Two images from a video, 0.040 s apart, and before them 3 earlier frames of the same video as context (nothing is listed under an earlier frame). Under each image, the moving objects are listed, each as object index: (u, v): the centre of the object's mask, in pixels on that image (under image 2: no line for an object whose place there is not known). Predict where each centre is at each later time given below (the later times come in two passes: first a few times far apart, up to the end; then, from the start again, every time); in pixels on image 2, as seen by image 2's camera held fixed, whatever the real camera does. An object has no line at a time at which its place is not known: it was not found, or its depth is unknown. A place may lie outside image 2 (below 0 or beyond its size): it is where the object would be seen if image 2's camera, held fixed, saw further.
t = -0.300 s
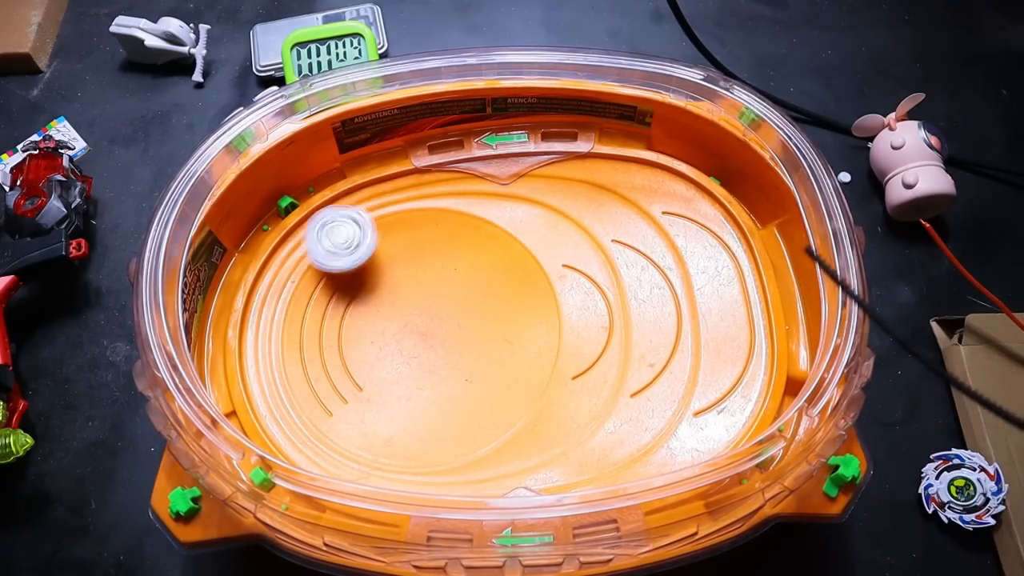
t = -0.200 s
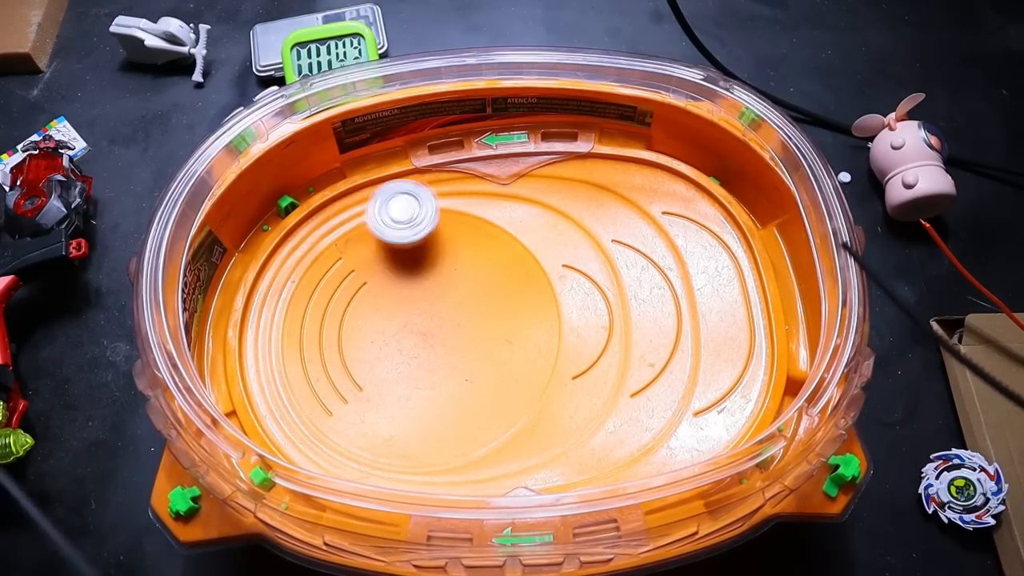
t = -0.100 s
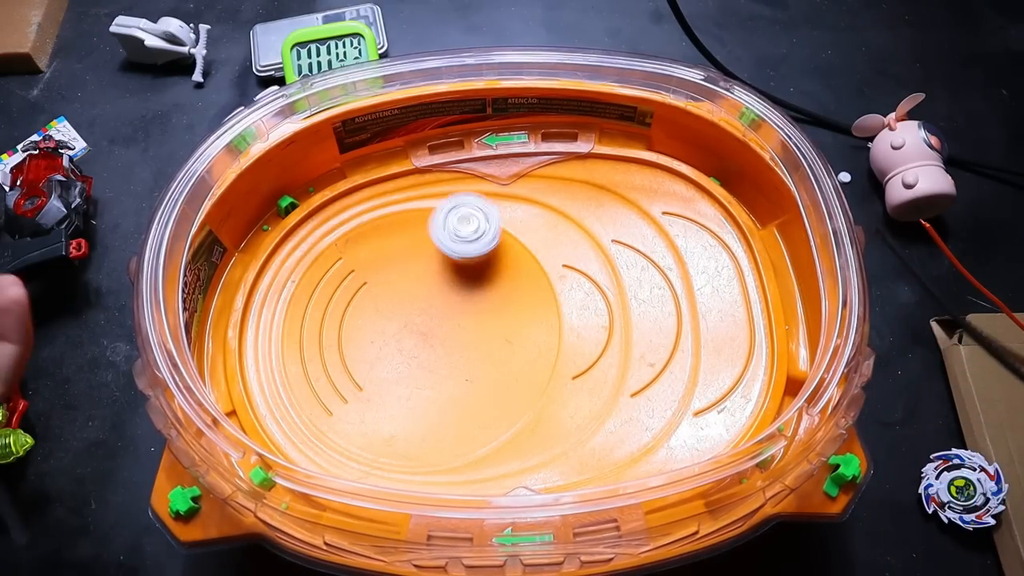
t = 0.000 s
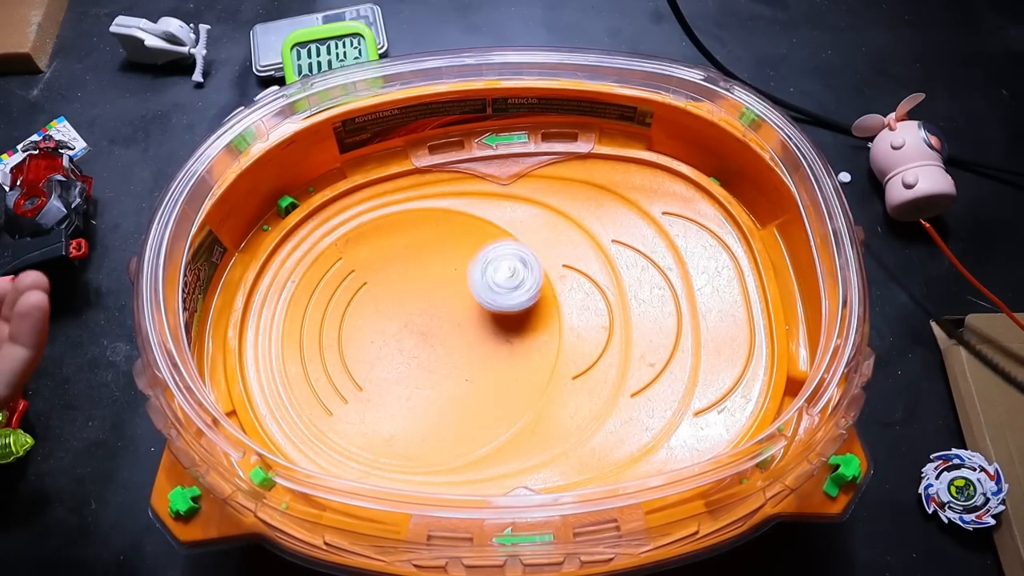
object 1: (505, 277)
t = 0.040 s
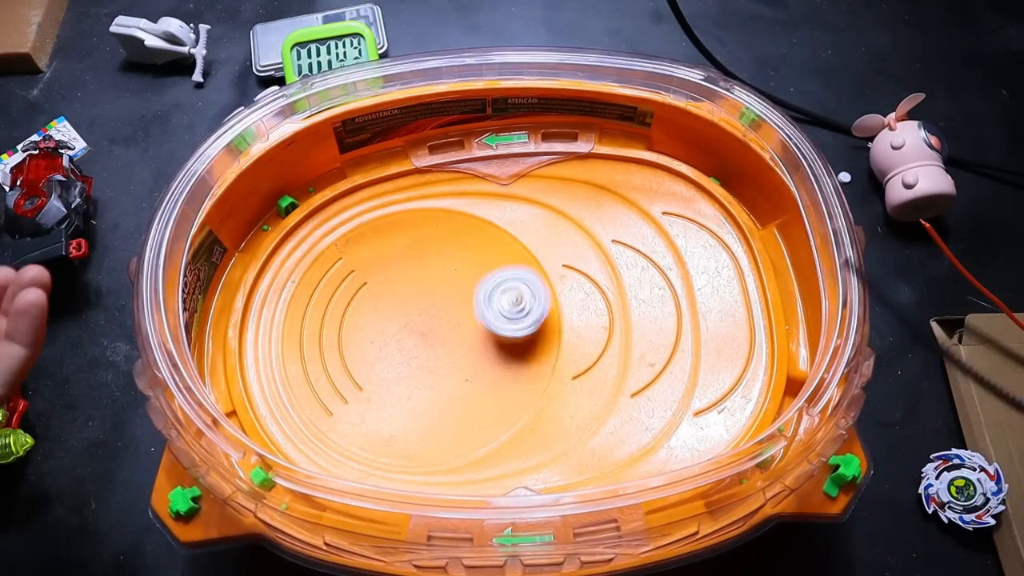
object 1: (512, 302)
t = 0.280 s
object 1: (411, 422)
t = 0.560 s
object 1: (319, 297)
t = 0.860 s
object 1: (482, 260)
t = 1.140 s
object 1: (470, 408)
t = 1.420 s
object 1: (330, 342)
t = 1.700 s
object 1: (428, 234)
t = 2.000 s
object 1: (497, 352)
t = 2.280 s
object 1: (349, 375)
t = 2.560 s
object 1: (374, 249)
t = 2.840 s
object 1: (491, 304)
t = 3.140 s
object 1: (389, 403)
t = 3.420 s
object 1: (350, 291)
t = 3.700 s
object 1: (472, 275)
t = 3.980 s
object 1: (449, 387)
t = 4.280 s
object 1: (350, 318)
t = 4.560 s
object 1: (441, 258)
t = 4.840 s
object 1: (462, 359)
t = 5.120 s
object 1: (355, 350)
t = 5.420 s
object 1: (414, 267)
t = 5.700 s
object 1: (471, 345)
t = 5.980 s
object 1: (376, 364)
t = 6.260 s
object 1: (401, 277)
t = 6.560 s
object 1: (470, 328)
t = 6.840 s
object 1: (383, 357)
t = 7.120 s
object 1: (396, 279)
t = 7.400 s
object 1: (459, 323)
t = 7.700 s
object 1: (383, 360)
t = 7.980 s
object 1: (401, 290)
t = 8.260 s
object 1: (460, 327)
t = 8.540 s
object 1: (395, 352)
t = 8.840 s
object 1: (409, 286)
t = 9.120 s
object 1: (449, 330)
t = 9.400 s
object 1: (387, 342)
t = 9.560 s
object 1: (389, 306)
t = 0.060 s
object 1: (513, 316)
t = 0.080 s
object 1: (511, 330)
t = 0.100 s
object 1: (506, 344)
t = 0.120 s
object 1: (501, 357)
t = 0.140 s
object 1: (494, 369)
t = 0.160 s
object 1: (486, 381)
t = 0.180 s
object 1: (476, 392)
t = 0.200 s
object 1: (466, 401)
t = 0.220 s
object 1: (452, 410)
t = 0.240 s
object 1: (439, 416)
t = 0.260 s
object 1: (425, 419)
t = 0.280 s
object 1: (411, 422)
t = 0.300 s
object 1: (396, 423)
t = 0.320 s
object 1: (382, 421)
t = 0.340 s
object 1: (367, 416)
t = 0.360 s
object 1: (354, 410)
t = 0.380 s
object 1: (344, 402)
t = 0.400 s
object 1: (334, 393)
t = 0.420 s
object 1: (324, 383)
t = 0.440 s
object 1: (317, 372)
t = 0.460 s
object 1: (313, 360)
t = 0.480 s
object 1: (311, 347)
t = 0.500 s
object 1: (311, 334)
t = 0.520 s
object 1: (312, 322)
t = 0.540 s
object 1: (314, 310)
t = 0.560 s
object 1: (319, 297)
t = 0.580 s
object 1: (326, 286)
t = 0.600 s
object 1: (334, 276)
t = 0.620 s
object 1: (344, 266)
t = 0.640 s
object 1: (353, 258)
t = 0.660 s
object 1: (364, 251)
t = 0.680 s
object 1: (375, 246)
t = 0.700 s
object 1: (387, 242)
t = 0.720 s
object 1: (399, 240)
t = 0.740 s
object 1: (412, 239)
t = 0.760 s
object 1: (424, 238)
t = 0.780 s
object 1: (437, 239)
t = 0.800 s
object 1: (449, 242)
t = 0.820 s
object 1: (460, 247)
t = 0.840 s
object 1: (471, 252)
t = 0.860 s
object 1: (482, 260)
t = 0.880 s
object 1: (491, 267)
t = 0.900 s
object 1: (498, 276)
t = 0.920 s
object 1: (504, 287)
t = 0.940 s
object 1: (509, 297)
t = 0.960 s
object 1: (513, 308)
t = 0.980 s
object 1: (515, 320)
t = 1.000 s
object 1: (515, 333)
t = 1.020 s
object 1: (513, 345)
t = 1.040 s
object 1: (510, 357)
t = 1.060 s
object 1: (505, 368)
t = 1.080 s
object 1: (499, 380)
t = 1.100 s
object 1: (491, 391)
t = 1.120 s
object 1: (480, 400)
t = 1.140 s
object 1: (470, 408)
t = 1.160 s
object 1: (458, 413)
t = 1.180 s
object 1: (445, 418)
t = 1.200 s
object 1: (431, 422)
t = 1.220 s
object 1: (417, 422)
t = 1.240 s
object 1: (405, 419)
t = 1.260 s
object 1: (391, 416)
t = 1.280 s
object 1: (378, 411)
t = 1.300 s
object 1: (366, 404)
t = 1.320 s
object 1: (357, 395)
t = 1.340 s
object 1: (349, 386)
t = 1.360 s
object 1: (341, 377)
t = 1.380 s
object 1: (335, 365)
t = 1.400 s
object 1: (333, 353)
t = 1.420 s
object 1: (330, 342)
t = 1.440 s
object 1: (329, 330)
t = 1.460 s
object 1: (330, 318)
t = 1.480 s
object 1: (334, 306)
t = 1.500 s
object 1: (338, 295)
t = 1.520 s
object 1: (342, 285)
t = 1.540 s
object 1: (348, 274)
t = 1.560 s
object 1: (357, 266)
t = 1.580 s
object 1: (365, 258)
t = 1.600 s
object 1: (375, 252)
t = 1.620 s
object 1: (385, 245)
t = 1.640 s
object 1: (395, 240)
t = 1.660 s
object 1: (406, 237)
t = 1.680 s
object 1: (417, 235)
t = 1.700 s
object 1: (428, 234)
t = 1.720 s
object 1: (440, 235)
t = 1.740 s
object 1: (451, 237)
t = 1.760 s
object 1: (460, 240)
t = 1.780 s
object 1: (470, 245)
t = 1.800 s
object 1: (480, 250)
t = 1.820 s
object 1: (488, 258)
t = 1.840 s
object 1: (494, 266)
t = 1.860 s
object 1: (500, 275)
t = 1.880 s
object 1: (506, 284)
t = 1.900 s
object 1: (508, 296)
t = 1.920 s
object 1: (509, 307)
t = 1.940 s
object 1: (508, 318)
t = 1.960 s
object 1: (507, 329)
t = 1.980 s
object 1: (503, 341)
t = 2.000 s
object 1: (497, 352)
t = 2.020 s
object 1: (491, 362)
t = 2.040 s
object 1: (484, 371)
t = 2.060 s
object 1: (474, 380)
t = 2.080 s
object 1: (463, 387)
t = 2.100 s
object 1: (453, 392)
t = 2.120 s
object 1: (441, 397)
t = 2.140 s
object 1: (428, 400)
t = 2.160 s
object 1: (415, 400)
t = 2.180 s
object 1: (403, 399)
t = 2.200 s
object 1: (390, 398)
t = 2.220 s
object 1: (377, 394)
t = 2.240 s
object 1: (368, 389)
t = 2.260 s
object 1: (359, 382)
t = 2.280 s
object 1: (349, 375)
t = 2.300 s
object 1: (341, 366)
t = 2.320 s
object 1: (336, 356)
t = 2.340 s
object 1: (331, 346)
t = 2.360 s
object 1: (328, 336)
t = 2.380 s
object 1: (327, 324)
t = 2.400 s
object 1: (327, 314)
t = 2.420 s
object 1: (328, 304)
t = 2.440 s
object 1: (331, 293)
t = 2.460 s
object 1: (336, 284)
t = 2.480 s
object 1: (341, 276)
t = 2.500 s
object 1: (347, 267)
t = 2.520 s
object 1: (356, 259)
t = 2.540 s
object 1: (365, 254)
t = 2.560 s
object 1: (374, 249)
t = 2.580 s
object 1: (384, 245)
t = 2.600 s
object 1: (395, 242)
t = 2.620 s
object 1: (406, 241)
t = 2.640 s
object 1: (416, 241)
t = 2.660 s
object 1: (427, 242)
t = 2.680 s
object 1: (437, 244)
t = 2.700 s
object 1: (446, 248)
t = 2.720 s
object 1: (456, 253)
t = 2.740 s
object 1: (465, 260)
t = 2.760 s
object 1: (472, 267)
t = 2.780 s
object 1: (478, 275)
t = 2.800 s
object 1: (485, 284)
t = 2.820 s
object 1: (489, 294)
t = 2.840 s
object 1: (491, 304)
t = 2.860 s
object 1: (493, 314)
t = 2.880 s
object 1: (493, 326)
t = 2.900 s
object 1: (491, 336)
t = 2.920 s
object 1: (488, 347)
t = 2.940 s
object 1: (485, 357)
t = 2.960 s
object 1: (479, 367)
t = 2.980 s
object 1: (472, 376)
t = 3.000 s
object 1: (465, 384)
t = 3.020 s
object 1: (456, 392)
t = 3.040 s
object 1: (446, 397)
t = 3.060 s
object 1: (435, 401)
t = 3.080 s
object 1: (423, 404)
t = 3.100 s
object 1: (412, 406)
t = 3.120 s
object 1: (401, 405)
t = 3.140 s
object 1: (389, 403)
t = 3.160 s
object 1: (379, 400)
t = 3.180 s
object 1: (370, 395)
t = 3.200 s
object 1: (360, 390)
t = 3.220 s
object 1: (352, 382)
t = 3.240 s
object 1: (346, 374)
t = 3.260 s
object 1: (342, 365)
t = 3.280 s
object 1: (337, 356)
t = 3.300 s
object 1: (336, 346)
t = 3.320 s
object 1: (336, 336)
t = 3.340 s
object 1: (336, 325)
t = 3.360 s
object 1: (338, 315)
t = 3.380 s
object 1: (341, 307)
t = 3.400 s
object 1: (345, 299)
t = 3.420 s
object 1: (350, 291)
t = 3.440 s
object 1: (357, 284)
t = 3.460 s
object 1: (363, 277)
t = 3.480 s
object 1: (372, 271)
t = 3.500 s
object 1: (381, 266)
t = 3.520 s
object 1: (389, 262)
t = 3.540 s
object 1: (400, 259)
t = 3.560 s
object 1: (409, 257)
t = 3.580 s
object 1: (419, 256)
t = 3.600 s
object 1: (429, 256)
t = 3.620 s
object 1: (439, 258)
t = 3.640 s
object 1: (448, 260)
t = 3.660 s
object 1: (457, 263)
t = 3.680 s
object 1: (465, 269)
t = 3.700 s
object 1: (472, 275)
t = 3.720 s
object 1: (479, 280)
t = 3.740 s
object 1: (485, 289)
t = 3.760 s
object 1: (488, 297)
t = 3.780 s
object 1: (492, 305)
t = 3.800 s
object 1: (493, 315)
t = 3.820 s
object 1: (493, 324)
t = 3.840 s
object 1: (493, 333)
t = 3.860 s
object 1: (490, 344)
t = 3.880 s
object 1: (486, 353)
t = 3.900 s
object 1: (482, 361)
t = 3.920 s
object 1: (475, 369)
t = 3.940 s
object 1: (467, 376)
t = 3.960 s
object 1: (459, 381)
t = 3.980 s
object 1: (449, 387)
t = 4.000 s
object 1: (440, 390)
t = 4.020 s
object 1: (431, 392)
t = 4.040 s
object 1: (419, 393)
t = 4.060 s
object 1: (410, 392)
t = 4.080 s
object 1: (399, 390)
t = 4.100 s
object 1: (389, 386)
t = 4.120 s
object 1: (381, 381)
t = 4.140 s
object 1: (373, 376)
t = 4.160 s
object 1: (366, 369)
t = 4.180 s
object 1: (361, 362)
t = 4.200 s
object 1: (355, 354)
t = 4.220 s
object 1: (353, 344)
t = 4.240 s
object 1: (351, 336)
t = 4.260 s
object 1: (348, 327)
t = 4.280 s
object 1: (350, 318)
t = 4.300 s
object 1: (351, 309)
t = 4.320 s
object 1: (352, 300)
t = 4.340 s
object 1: (358, 292)
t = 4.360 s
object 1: (361, 286)
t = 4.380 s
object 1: (367, 277)
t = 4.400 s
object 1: (375, 272)
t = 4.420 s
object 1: (381, 267)
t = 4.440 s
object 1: (389, 262)
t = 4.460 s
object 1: (398, 259)
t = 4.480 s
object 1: (406, 257)
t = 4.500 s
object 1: (415, 255)
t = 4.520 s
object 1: (423, 255)
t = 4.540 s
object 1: (432, 256)
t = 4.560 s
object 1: (441, 258)
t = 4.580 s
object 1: (448, 262)
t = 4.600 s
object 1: (457, 265)
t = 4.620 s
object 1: (463, 272)
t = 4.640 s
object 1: (468, 278)
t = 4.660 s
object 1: (474, 285)
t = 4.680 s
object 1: (476, 293)
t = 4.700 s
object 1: (479, 301)
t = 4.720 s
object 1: (481, 309)
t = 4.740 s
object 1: (479, 318)
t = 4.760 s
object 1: (479, 325)
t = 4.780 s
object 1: (477, 335)
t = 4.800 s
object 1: (473, 343)
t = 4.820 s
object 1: (469, 351)
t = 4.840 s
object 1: (462, 359)
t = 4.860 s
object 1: (457, 364)
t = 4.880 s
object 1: (450, 371)
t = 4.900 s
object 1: (440, 375)
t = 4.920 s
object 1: (432, 378)
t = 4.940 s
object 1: (422, 381)
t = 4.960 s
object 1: (414, 382)
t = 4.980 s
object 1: (405, 382)
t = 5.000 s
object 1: (394, 380)
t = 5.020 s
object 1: (387, 377)
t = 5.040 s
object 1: (378, 375)
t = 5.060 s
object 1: (371, 370)
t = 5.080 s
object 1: (365, 364)
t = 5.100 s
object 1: (358, 357)
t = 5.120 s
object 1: (355, 350)
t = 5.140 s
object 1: (351, 344)
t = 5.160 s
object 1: (350, 335)
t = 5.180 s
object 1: (349, 328)
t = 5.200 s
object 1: (348, 319)
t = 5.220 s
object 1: (351, 311)
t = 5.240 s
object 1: (352, 304)
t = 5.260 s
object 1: (357, 297)
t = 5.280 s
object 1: (362, 291)
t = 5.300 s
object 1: (367, 285)
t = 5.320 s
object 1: (375, 279)
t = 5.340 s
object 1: (381, 275)
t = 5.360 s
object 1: (390, 271)
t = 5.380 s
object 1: (397, 270)
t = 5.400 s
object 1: (405, 268)
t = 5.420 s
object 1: (414, 267)
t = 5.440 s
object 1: (422, 268)
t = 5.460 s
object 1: (431, 269)
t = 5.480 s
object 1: (437, 273)
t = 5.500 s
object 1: (446, 276)
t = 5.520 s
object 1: (452, 281)
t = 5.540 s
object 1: (458, 286)
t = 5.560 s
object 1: (464, 292)
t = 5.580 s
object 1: (467, 299)
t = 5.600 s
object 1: (472, 305)
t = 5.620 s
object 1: (473, 314)
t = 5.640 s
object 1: (474, 322)
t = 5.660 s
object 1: (475, 330)
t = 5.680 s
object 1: (473, 337)
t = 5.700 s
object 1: (471, 345)
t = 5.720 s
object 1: (467, 353)
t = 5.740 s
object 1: (463, 358)
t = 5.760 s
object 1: (457, 366)
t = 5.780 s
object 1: (450, 372)
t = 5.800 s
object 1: (444, 376)
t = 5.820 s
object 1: (435, 380)
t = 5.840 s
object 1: (428, 381)
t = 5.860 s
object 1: (419, 383)
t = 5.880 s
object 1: (411, 382)
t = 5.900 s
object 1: (403, 382)
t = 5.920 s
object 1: (394, 378)
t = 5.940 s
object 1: (387, 375)
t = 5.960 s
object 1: (380, 370)
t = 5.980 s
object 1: (376, 364)
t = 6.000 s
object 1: (370, 358)
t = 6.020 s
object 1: (367, 350)
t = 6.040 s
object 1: (365, 345)
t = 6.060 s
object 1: (363, 336)
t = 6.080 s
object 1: (363, 329)
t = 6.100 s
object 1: (363, 321)
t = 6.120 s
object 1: (366, 314)
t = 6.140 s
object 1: (367, 307)
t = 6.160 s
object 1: (372, 300)
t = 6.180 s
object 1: (375, 295)
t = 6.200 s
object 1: (382, 289)
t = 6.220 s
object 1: (387, 284)
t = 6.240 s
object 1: (394, 280)
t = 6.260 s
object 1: (401, 277)
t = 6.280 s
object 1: (407, 274)
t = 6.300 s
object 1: (416, 272)
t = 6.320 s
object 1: (422, 272)
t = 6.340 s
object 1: (431, 272)
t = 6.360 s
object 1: (437, 273)
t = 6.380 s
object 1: (445, 276)
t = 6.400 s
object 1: (450, 280)
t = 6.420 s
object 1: (456, 283)
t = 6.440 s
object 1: (462, 289)
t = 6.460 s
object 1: (465, 295)
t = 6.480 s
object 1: (469, 300)
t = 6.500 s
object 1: (470, 307)
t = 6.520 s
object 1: (472, 314)
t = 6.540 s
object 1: (470, 322)
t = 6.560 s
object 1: (470, 328)
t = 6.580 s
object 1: (467, 336)
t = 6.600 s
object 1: (465, 341)
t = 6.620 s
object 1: (460, 348)
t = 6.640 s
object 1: (454, 354)
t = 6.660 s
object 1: (449, 358)
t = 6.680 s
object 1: (441, 362)
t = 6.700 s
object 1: (435, 365)
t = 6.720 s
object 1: (426, 367)
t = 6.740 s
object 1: (420, 368)
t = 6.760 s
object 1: (411, 367)
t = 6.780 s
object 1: (405, 366)
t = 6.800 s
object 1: (396, 364)
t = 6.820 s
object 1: (390, 360)
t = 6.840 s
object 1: (383, 357)
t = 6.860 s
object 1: (379, 351)
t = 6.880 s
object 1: (374, 347)
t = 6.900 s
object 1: (371, 340)
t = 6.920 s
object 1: (368, 334)
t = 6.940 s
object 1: (367, 327)
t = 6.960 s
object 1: (365, 320)
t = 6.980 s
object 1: (366, 313)
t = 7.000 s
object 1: (368, 307)
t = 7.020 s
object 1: (370, 300)
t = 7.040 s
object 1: (374, 295)
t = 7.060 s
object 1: (378, 290)
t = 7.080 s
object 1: (384, 285)
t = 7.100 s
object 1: (389, 282)
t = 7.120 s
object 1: (396, 279)
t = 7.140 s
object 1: (401, 277)
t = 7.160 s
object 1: (409, 276)
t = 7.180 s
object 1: (415, 276)
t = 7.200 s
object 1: (423, 276)
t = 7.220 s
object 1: (428, 278)
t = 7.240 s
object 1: (436, 280)
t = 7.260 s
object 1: (440, 284)
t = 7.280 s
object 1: (447, 287)
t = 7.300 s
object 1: (450, 293)
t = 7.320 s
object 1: (455, 298)
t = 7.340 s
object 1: (456, 304)
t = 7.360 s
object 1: (459, 309)
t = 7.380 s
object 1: (458, 317)
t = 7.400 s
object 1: (459, 323)
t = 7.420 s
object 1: (457, 330)
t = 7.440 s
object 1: (457, 335)
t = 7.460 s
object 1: (453, 343)
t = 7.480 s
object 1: (450, 347)
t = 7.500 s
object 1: (446, 354)
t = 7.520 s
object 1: (441, 357)
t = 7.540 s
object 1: (435, 363)
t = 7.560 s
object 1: (430, 365)
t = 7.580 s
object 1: (422, 368)
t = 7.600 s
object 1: (416, 368)
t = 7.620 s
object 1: (408, 369)
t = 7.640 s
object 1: (402, 367)
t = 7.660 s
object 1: (395, 366)
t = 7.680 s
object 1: (390, 363)
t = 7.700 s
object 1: (383, 360)
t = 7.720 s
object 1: (379, 355)
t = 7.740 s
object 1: (375, 350)
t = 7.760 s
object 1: (373, 344)
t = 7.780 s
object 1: (371, 339)
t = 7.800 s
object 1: (370, 332)
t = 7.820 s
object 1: (370, 327)
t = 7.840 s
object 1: (372, 319)
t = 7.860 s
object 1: (373, 315)
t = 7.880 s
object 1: (377, 308)
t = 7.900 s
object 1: (379, 304)
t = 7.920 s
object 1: (385, 299)
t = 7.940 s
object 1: (389, 295)
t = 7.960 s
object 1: (396, 292)
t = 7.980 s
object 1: (401, 290)
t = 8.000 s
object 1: (408, 287)
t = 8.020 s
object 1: (413, 287)
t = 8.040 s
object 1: (421, 286)
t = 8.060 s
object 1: (426, 287)
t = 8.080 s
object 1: (433, 289)
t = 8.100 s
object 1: (437, 291)
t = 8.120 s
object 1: (443, 293)
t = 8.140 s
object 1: (447, 297)
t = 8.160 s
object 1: (452, 301)
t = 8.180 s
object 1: (454, 306)
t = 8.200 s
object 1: (457, 311)
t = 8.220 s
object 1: (458, 316)
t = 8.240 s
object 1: (459, 322)
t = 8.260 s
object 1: (460, 327)
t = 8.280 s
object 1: (458, 334)
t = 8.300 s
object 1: (457, 338)
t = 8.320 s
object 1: (452, 344)
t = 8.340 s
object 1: (450, 347)
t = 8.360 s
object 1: (444, 353)
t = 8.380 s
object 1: (440, 355)
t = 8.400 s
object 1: (433, 358)
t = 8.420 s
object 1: (429, 359)
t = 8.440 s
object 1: (422, 360)
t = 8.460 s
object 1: (416, 360)
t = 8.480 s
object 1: (409, 359)
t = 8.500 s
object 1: (405, 357)
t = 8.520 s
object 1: (399, 354)
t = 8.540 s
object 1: (395, 352)
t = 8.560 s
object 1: (391, 347)
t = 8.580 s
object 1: (387, 343)
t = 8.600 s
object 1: (385, 337)
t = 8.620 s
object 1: (382, 333)
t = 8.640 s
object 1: (382, 327)
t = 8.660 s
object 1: (380, 322)
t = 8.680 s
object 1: (383, 316)
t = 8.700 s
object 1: (382, 311)
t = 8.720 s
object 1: (385, 306)
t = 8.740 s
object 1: (388, 301)
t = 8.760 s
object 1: (391, 297)
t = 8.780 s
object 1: (396, 293)
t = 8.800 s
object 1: (399, 290)
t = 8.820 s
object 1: (406, 287)
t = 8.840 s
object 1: (409, 286)
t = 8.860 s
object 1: (417, 285)
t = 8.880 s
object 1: (420, 285)
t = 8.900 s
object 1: (427, 286)
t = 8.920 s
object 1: (431, 287)
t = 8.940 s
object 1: (436, 290)
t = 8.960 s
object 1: (440, 292)
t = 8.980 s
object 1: (443, 297)
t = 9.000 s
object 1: (447, 299)
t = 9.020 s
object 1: (448, 305)
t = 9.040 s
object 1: (452, 309)
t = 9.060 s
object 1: (450, 314)
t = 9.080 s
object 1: (452, 320)
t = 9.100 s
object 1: (449, 325)
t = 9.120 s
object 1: (449, 330)
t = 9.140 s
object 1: (447, 334)
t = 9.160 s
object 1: (442, 340)
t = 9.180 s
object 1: (439, 343)
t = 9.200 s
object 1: (435, 346)
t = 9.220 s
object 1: (431, 349)
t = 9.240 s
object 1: (424, 352)
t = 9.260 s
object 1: (420, 353)
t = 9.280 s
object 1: (415, 354)
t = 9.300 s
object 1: (408, 354)
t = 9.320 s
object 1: (404, 352)
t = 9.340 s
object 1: (398, 351)
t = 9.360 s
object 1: (394, 348)
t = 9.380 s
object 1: (389, 345)
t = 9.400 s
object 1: (387, 342)
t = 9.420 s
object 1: (384, 337)
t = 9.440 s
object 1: (381, 333)
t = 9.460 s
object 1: (382, 328)
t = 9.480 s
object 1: (380, 324)
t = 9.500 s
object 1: (382, 319)
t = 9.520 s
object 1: (382, 314)
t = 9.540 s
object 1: (385, 310)
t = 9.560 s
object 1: (389, 306)
